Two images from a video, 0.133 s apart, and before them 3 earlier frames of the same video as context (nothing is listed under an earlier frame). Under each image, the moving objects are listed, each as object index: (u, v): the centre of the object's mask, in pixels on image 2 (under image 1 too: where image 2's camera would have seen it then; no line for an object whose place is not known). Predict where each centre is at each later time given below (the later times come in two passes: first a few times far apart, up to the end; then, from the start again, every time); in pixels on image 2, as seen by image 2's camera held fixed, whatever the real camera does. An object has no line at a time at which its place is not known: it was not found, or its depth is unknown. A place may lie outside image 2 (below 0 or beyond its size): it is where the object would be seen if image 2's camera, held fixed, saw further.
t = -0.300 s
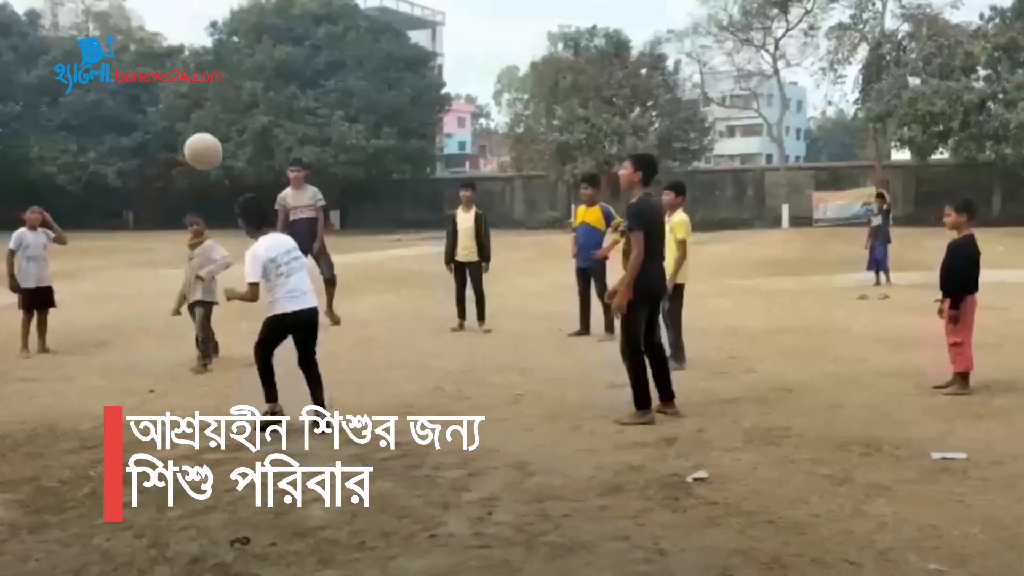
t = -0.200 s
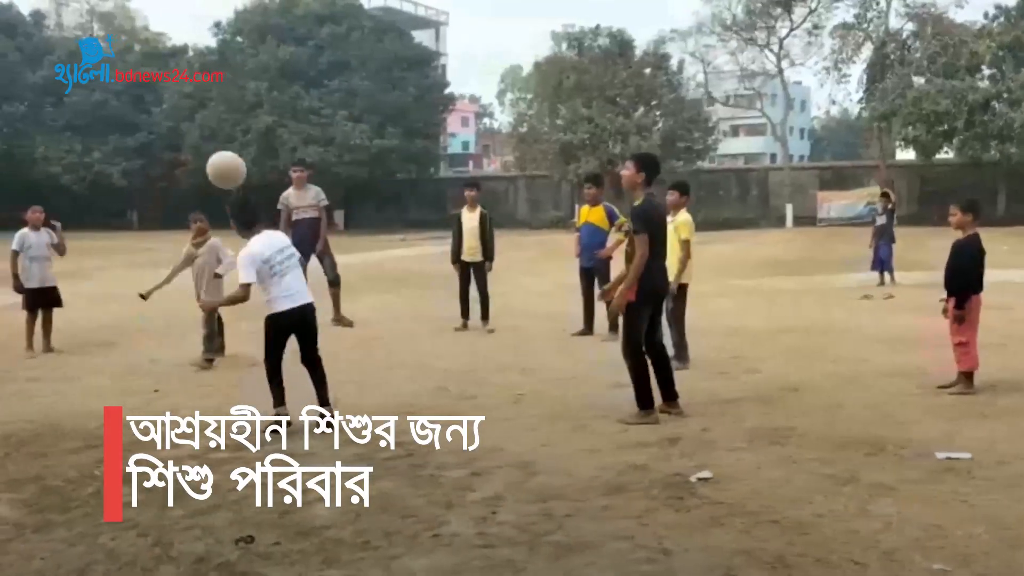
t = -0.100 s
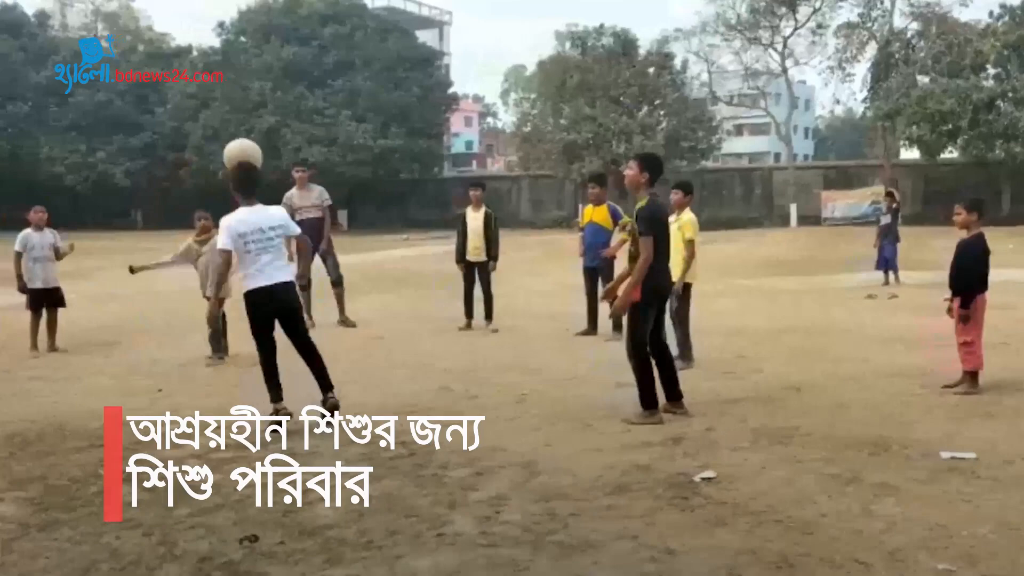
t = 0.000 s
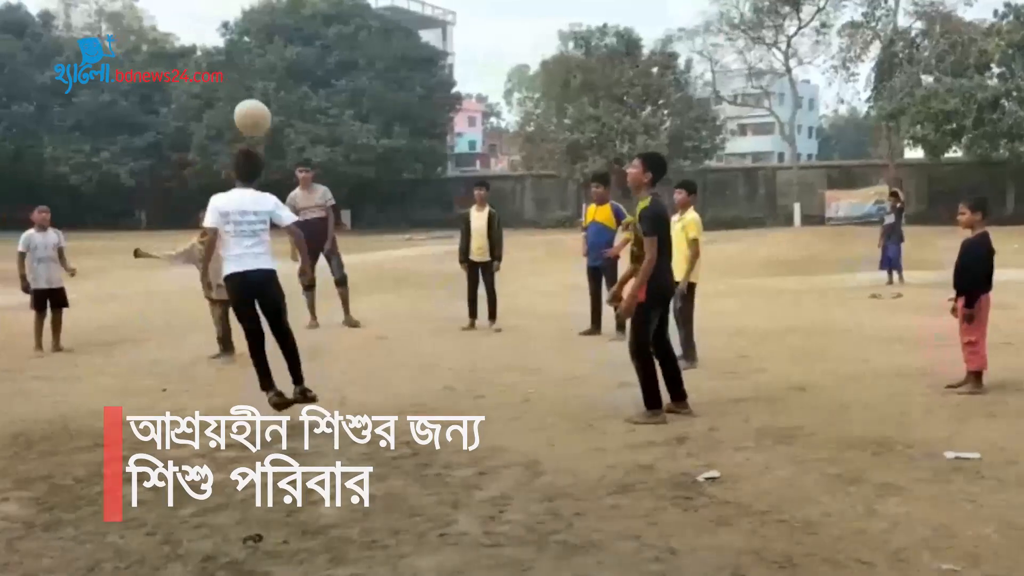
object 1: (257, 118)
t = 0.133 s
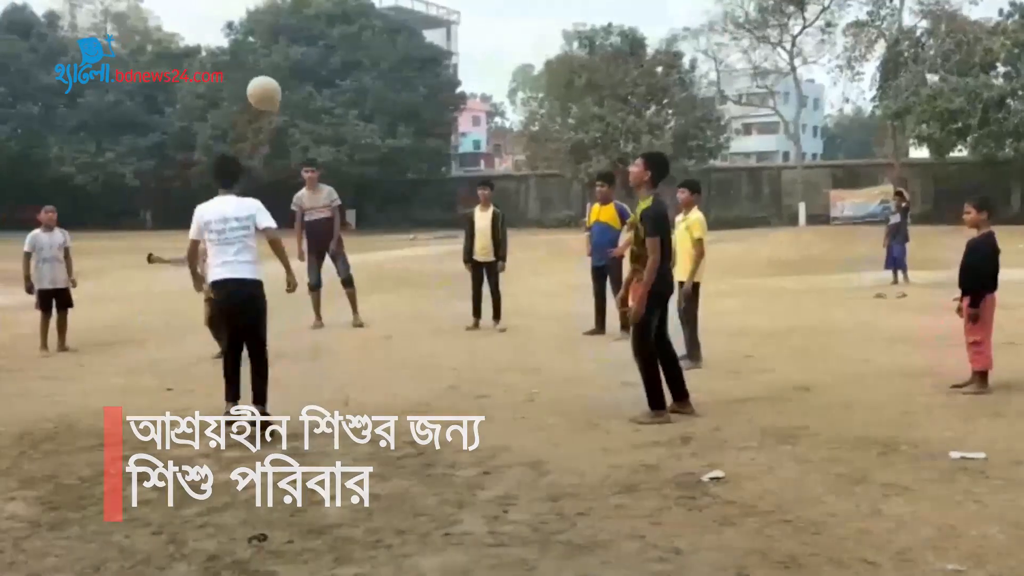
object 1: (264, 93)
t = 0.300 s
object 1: (274, 100)
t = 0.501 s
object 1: (285, 156)
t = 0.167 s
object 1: (266, 91)
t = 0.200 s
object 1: (268, 91)
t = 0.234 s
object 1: (270, 93)
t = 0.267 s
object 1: (271, 95)
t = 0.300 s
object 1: (274, 100)
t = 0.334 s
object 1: (276, 106)
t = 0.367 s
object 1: (277, 113)
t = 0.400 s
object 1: (279, 122)
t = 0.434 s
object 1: (281, 132)
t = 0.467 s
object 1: (283, 144)
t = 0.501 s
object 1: (285, 156)
